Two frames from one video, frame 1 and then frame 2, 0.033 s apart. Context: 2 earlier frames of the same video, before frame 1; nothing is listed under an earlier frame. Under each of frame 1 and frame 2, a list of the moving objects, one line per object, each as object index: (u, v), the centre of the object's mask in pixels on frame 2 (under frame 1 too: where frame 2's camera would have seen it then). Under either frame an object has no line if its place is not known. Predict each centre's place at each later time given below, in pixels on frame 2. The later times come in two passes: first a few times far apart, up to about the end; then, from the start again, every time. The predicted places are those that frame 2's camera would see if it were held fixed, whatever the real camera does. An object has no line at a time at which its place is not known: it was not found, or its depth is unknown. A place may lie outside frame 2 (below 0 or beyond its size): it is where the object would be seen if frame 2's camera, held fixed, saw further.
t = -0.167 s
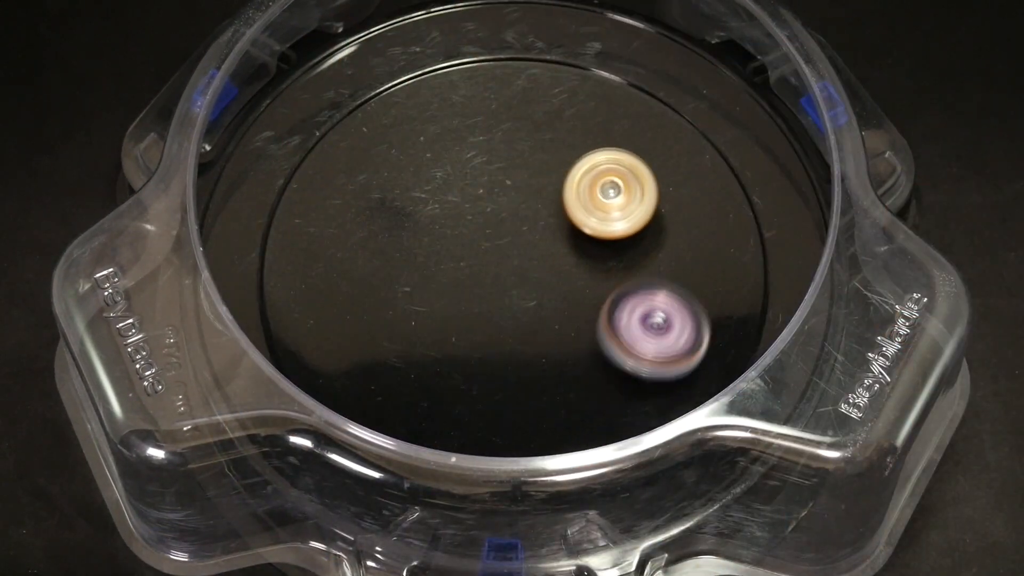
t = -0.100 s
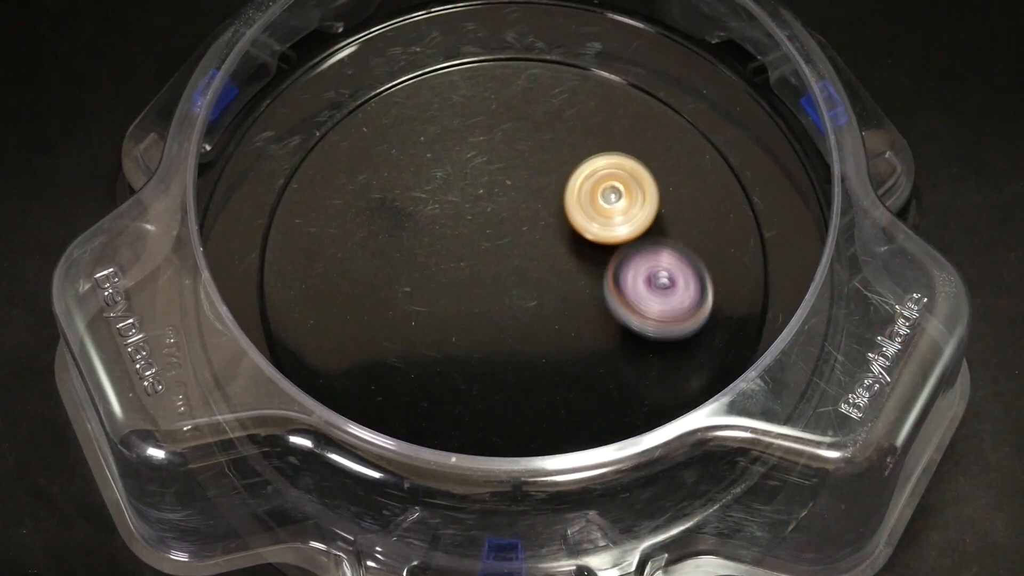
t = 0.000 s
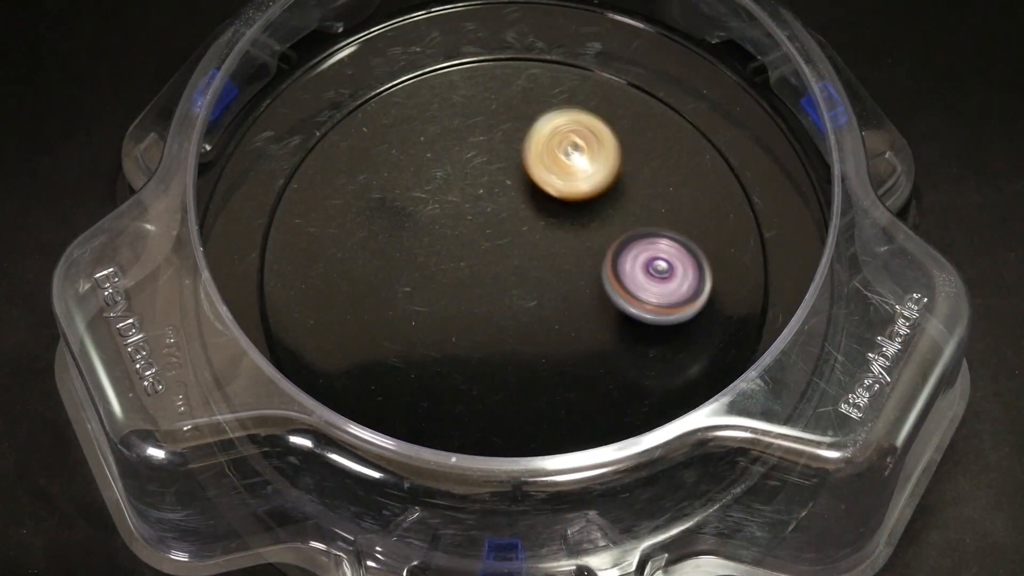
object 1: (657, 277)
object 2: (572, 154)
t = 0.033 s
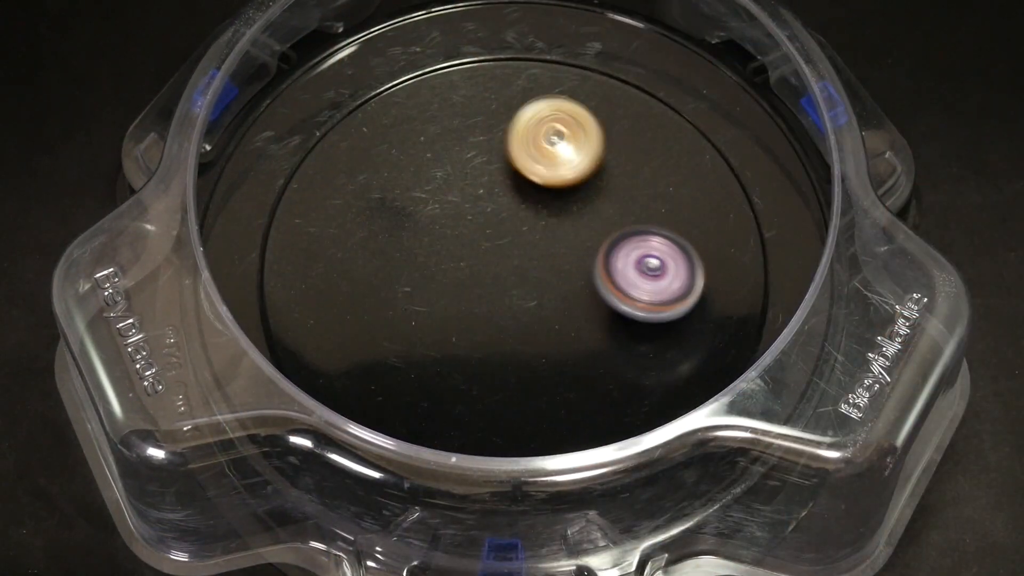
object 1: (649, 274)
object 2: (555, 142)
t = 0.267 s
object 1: (515, 260)
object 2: (456, 152)
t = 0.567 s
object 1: (458, 353)
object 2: (416, 218)
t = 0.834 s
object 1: (566, 455)
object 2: (545, 103)
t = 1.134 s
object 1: (615, 215)
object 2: (575, 127)
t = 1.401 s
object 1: (527, 277)
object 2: (460, 76)
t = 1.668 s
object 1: (441, 374)
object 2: (487, 211)
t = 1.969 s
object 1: (514, 452)
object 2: (618, 156)
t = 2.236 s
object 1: (526, 372)
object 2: (662, 61)
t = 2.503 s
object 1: (390, 399)
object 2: (365, 207)
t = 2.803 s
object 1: (553, 204)
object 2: (385, 440)
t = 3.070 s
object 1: (621, 119)
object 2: (638, 337)
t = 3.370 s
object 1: (469, 242)
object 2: (592, 158)
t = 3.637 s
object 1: (411, 347)
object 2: (440, 192)
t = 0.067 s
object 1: (637, 271)
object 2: (538, 134)
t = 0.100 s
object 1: (621, 266)
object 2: (522, 130)
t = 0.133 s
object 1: (602, 261)
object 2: (507, 131)
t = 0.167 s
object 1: (580, 253)
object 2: (493, 137)
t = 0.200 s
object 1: (556, 244)
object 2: (482, 148)
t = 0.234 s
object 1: (531, 239)
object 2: (472, 160)
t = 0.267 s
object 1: (515, 260)
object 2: (456, 152)
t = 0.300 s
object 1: (501, 281)
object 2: (440, 140)
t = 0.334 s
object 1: (488, 300)
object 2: (427, 135)
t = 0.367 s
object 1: (476, 317)
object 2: (417, 133)
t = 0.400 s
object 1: (467, 332)
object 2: (409, 138)
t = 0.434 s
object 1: (459, 343)
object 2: (405, 146)
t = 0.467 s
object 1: (455, 350)
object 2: (403, 160)
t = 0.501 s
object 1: (454, 354)
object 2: (404, 177)
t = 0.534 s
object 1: (455, 355)
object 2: (409, 197)
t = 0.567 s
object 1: (458, 353)
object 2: (416, 218)
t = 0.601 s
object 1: (465, 348)
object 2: (427, 242)
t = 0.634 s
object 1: (474, 356)
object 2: (442, 253)
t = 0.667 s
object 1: (486, 394)
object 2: (459, 222)
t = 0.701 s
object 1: (500, 418)
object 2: (477, 190)
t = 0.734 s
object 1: (513, 459)
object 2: (496, 162)
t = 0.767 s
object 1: (531, 469)
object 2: (514, 137)
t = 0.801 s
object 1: (544, 472)
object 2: (530, 118)
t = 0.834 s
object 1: (566, 455)
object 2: (545, 103)
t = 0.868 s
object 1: (577, 428)
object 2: (556, 92)
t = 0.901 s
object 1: (592, 416)
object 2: (566, 85)
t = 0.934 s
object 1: (605, 402)
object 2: (573, 82)
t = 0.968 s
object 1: (615, 383)
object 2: (578, 83)
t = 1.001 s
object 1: (622, 351)
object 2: (581, 87)
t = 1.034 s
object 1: (625, 317)
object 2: (582, 94)
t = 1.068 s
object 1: (625, 282)
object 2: (581, 104)
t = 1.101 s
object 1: (622, 247)
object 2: (579, 116)
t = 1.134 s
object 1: (615, 215)
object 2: (575, 127)
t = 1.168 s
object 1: (615, 219)
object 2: (559, 106)
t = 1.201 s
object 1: (611, 226)
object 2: (542, 83)
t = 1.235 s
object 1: (604, 235)
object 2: (526, 67)
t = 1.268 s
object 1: (593, 243)
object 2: (509, 55)
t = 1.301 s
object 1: (579, 252)
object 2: (495, 50)
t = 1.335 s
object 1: (562, 261)
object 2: (482, 55)
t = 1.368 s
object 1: (544, 270)
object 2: (470, 63)
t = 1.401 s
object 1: (527, 277)
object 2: (460, 76)
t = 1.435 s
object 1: (511, 285)
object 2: (453, 93)
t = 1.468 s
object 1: (497, 292)
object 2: (447, 112)
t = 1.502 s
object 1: (484, 299)
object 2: (445, 133)
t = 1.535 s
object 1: (474, 306)
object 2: (445, 157)
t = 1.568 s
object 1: (466, 312)
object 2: (448, 183)
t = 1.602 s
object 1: (460, 316)
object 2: (453, 211)
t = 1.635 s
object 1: (453, 332)
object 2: (465, 229)
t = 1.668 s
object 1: (441, 374)
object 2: (487, 211)
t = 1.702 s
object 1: (435, 404)
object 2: (511, 194)
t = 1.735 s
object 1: (430, 442)
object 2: (533, 180)
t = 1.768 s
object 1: (435, 460)
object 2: (554, 169)
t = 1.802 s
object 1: (443, 468)
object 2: (571, 161)
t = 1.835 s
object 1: (457, 480)
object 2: (585, 155)
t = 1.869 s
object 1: (468, 482)
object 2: (597, 152)
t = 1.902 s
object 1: (482, 477)
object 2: (606, 151)
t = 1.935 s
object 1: (498, 469)
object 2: (613, 152)
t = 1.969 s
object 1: (514, 452)
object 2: (618, 156)
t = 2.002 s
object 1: (535, 422)
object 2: (621, 160)
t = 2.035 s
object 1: (549, 409)
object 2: (623, 167)
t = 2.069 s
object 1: (565, 384)
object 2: (622, 176)
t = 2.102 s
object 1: (576, 356)
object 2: (619, 186)
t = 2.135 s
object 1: (587, 324)
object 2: (614, 198)
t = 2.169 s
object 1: (587, 304)
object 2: (614, 194)
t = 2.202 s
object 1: (558, 333)
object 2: (638, 127)
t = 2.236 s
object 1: (526, 372)
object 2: (662, 61)
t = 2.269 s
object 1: (494, 401)
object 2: (654, 30)
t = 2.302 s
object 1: (465, 415)
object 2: (608, 42)
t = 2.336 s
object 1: (444, 422)
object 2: (564, 64)
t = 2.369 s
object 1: (418, 445)
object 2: (519, 86)
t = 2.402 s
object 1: (400, 442)
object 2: (476, 114)
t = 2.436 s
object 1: (391, 435)
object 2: (435, 142)
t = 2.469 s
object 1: (393, 409)
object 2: (397, 174)
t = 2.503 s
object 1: (390, 399)
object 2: (365, 207)
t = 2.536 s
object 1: (390, 386)
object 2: (339, 242)
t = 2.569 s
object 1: (396, 366)
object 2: (320, 278)
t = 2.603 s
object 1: (410, 344)
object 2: (305, 315)
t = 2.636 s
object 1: (433, 320)
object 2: (289, 344)
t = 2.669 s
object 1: (460, 298)
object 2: (294, 367)
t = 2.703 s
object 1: (485, 273)
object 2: (306, 391)
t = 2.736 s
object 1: (507, 251)
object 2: (326, 411)
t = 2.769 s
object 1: (531, 228)
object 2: (352, 428)
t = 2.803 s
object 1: (553, 204)
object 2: (385, 440)
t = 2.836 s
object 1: (574, 183)
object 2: (424, 444)
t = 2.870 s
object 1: (590, 162)
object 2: (459, 444)
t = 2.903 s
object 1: (602, 147)
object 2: (498, 426)
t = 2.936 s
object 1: (613, 135)
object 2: (532, 420)
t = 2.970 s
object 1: (621, 126)
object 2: (565, 407)
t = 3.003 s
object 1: (624, 120)
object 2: (594, 388)
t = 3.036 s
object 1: (624, 117)
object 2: (618, 364)
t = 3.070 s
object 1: (621, 119)
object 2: (638, 337)
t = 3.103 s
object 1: (614, 123)
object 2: (653, 310)
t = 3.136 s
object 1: (604, 130)
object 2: (662, 282)
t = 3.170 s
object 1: (591, 141)
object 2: (665, 256)
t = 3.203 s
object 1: (576, 153)
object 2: (663, 231)
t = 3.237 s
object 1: (557, 168)
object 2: (656, 209)
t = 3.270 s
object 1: (535, 187)
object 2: (645, 190)
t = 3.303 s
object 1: (513, 205)
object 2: (631, 176)
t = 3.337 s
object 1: (491, 223)
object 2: (612, 165)
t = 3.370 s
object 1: (469, 242)
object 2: (592, 158)
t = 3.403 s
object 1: (448, 259)
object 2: (570, 154)
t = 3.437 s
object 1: (431, 277)
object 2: (548, 152)
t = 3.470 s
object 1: (418, 292)
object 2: (527, 154)
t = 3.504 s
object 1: (407, 308)
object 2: (504, 157)
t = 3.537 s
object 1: (402, 321)
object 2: (485, 163)
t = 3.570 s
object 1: (401, 333)
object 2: (468, 171)
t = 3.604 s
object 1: (403, 341)
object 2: (452, 181)
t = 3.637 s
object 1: (411, 347)
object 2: (440, 192)
